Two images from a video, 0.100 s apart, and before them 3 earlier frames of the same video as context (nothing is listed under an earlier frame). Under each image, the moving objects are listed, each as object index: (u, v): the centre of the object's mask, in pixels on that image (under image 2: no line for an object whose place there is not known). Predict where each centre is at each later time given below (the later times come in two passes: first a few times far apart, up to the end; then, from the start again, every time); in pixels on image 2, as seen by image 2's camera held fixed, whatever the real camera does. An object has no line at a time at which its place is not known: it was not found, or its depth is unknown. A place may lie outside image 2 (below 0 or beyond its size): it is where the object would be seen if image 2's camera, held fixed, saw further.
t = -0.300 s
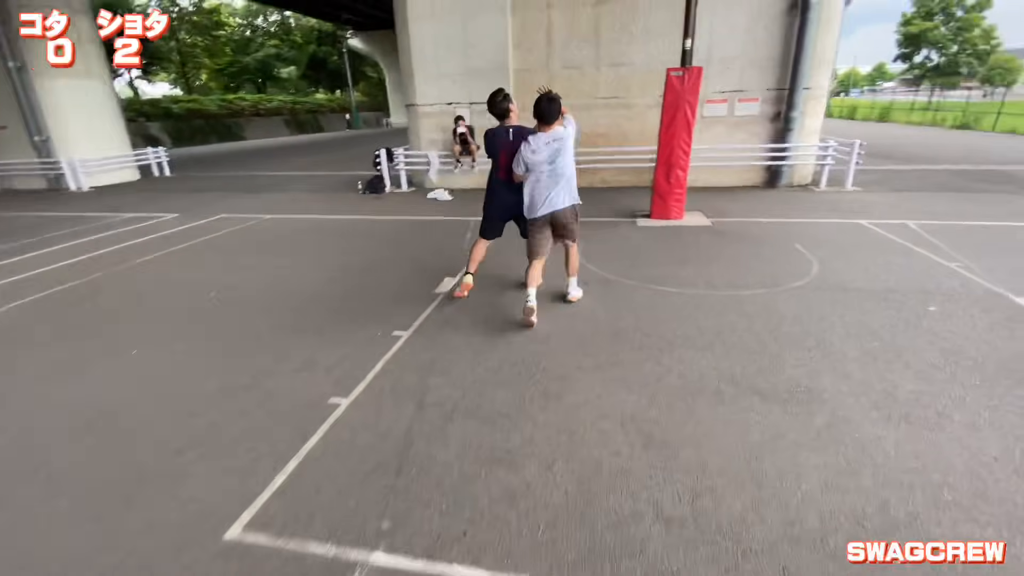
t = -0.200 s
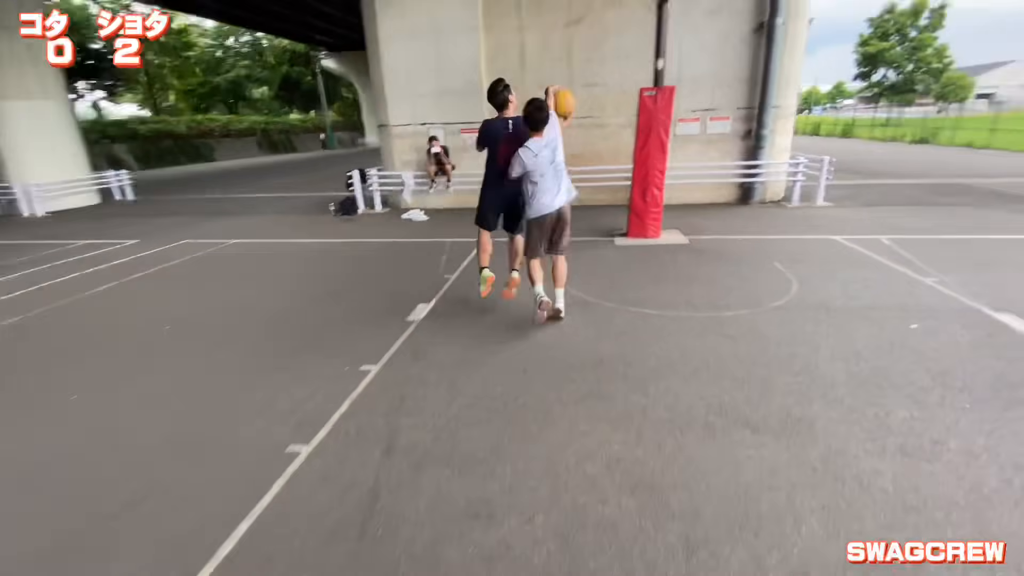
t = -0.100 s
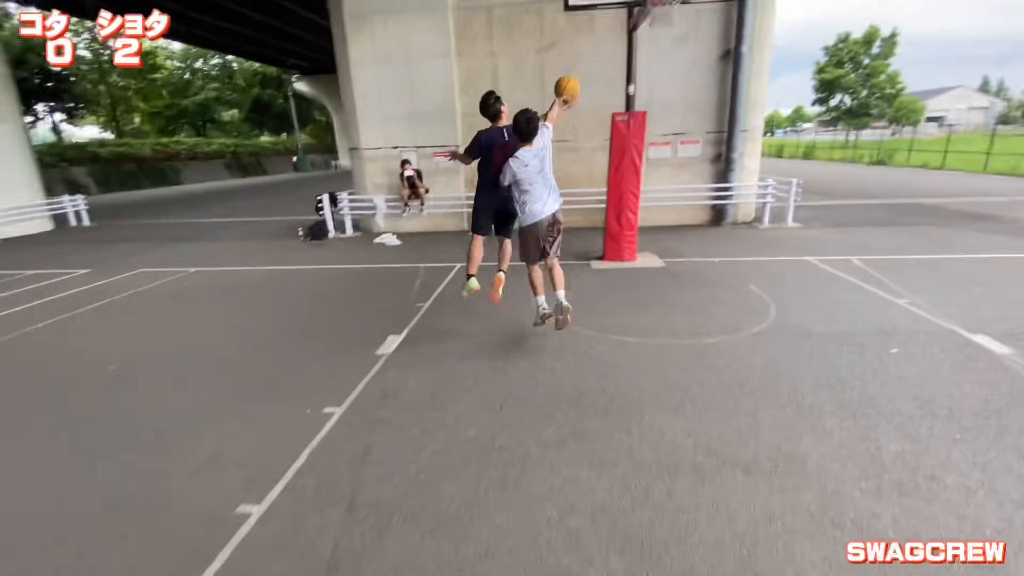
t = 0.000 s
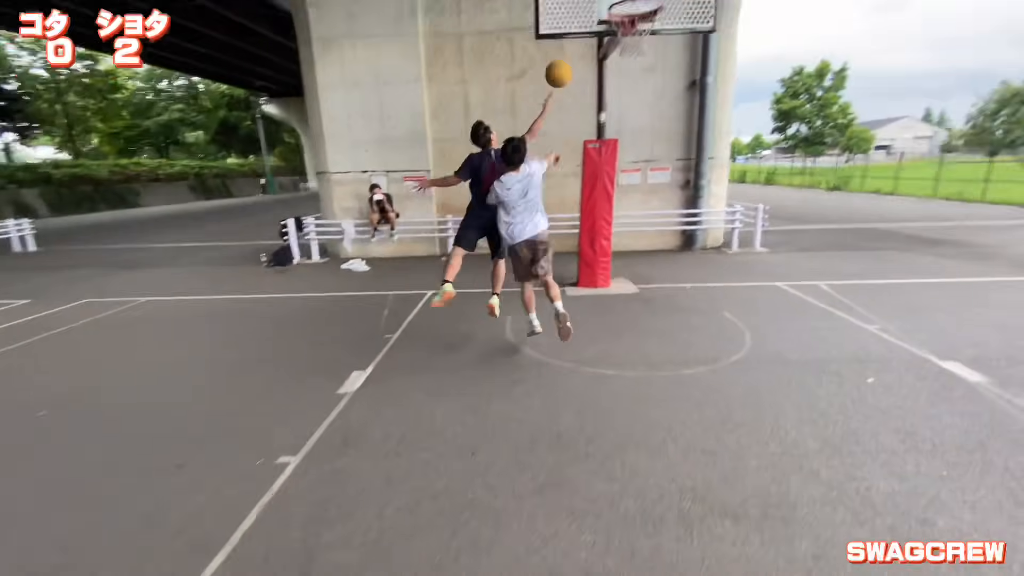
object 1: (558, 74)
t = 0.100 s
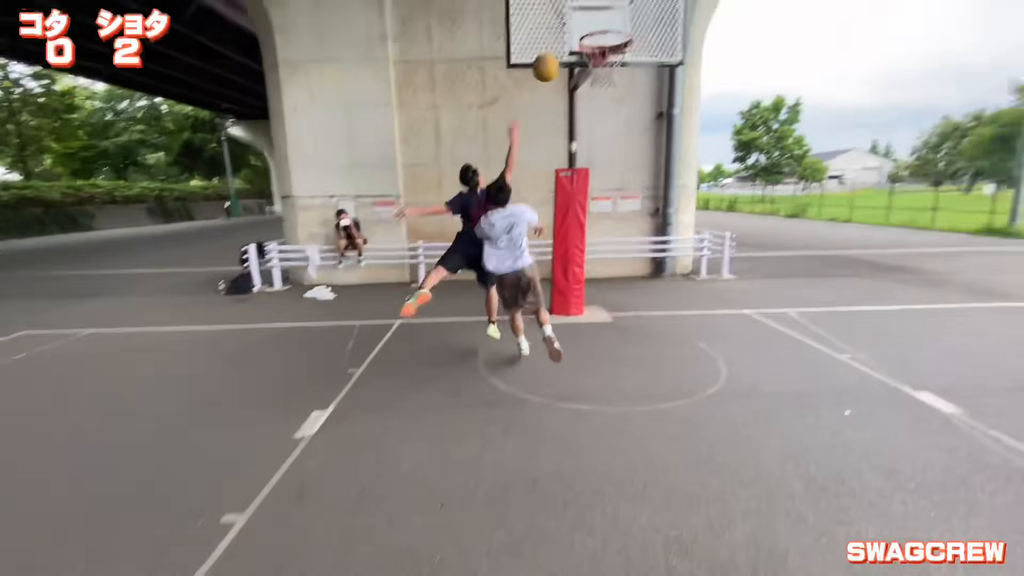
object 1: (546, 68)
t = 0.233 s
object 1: (566, 40)
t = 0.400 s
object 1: (590, 31)
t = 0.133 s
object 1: (551, 58)
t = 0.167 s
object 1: (556, 51)
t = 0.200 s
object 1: (561, 46)
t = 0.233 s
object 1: (566, 40)
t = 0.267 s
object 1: (570, 37)
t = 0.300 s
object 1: (575, 34)
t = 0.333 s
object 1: (580, 32)
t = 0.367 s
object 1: (582, 32)
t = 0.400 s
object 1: (590, 31)
